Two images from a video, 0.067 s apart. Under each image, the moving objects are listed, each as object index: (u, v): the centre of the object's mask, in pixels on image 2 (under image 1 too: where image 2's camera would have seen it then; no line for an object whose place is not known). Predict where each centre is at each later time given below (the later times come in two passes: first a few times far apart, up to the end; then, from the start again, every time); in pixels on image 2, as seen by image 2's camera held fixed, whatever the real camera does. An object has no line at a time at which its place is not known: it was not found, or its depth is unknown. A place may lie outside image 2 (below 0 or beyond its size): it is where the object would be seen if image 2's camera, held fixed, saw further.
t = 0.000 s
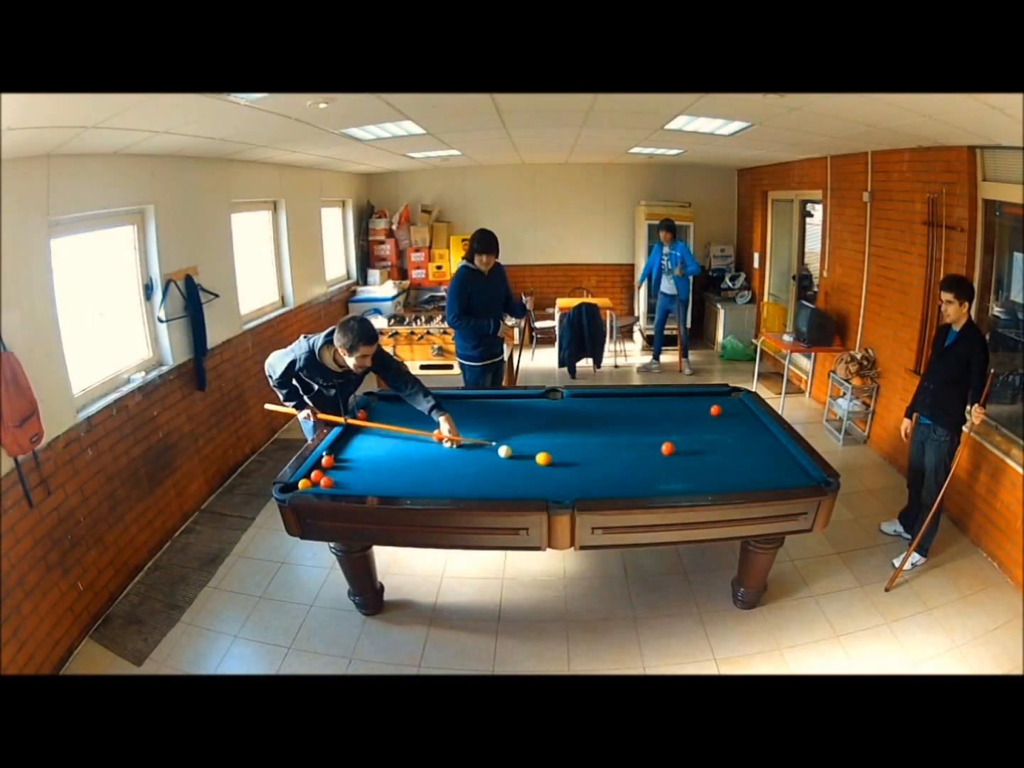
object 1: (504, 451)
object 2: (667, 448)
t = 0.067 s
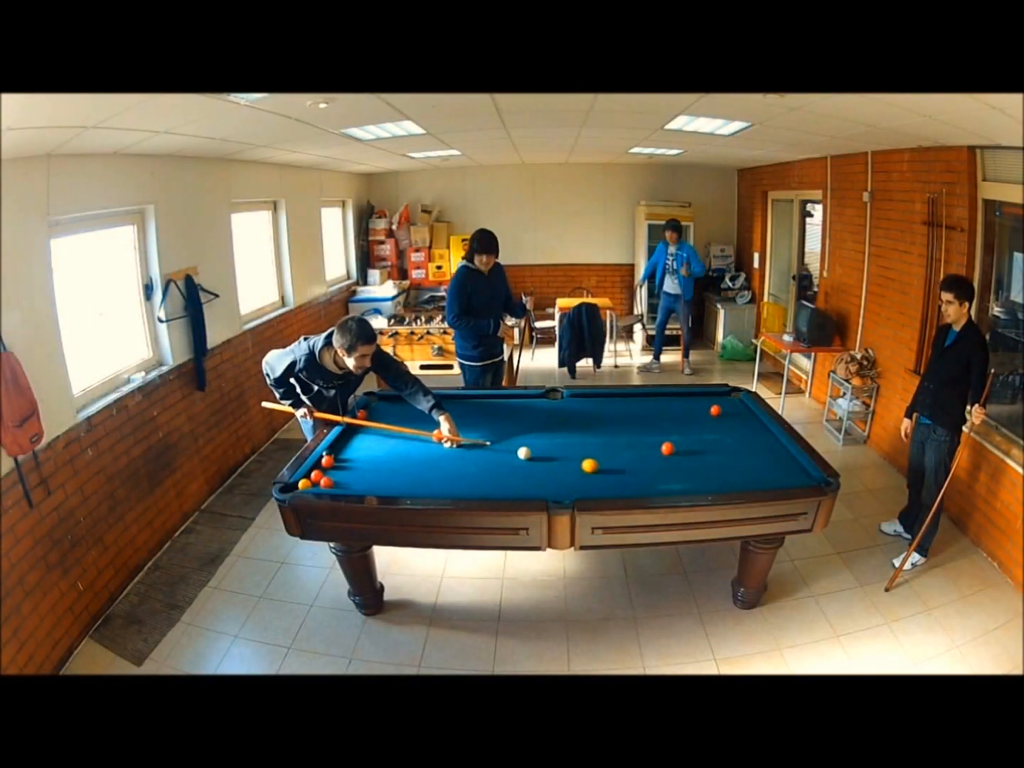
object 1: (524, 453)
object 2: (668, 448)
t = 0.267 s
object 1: (584, 458)
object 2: (668, 448)
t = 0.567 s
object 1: (675, 464)
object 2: (668, 448)
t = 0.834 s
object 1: (753, 467)
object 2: (668, 448)
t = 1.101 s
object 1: (791, 468)
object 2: (668, 448)
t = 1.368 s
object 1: (761, 466)
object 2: (661, 450)
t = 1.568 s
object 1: (739, 463)
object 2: (650, 452)
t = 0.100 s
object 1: (534, 454)
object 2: (668, 448)
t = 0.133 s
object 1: (543, 455)
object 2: (667, 448)
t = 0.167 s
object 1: (554, 456)
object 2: (667, 448)
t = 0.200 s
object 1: (564, 456)
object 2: (668, 448)
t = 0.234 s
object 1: (574, 457)
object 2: (668, 448)
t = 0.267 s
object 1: (584, 458)
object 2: (668, 448)
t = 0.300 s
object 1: (594, 459)
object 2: (668, 448)
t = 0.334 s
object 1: (604, 459)
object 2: (668, 448)
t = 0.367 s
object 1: (614, 460)
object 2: (668, 448)
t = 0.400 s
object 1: (625, 461)
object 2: (668, 448)
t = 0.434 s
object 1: (635, 461)
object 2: (668, 448)
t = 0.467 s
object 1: (645, 462)
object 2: (667, 448)
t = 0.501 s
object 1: (655, 463)
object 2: (668, 448)
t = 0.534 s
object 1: (665, 463)
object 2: (668, 448)
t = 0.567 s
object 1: (675, 464)
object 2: (668, 448)
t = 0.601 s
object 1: (685, 464)
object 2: (668, 448)
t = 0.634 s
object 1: (695, 465)
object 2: (668, 448)
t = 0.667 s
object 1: (705, 465)
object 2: (668, 448)
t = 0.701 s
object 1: (715, 466)
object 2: (668, 448)
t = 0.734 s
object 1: (724, 466)
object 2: (667, 448)
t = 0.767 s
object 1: (734, 467)
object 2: (668, 448)
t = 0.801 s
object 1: (743, 468)
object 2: (668, 448)
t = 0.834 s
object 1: (753, 467)
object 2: (668, 448)
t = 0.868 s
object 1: (763, 468)
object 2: (668, 448)
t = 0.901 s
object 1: (772, 468)
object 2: (668, 448)
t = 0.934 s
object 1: (781, 469)
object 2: (668, 448)
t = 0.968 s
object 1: (789, 469)
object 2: (668, 448)
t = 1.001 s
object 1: (798, 469)
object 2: (668, 448)
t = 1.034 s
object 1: (800, 469)
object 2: (668, 448)
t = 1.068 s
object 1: (795, 469)
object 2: (668, 448)
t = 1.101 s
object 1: (791, 468)
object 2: (668, 448)
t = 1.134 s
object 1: (787, 468)
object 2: (668, 448)
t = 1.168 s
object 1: (783, 468)
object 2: (668, 448)
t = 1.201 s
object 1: (780, 467)
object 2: (667, 448)
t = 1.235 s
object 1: (776, 467)
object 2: (668, 448)
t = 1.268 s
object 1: (772, 467)
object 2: (667, 449)
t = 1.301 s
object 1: (769, 466)
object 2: (664, 449)
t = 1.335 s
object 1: (765, 466)
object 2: (662, 450)
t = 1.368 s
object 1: (761, 466)
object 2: (661, 450)
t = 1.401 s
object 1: (758, 465)
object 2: (659, 450)
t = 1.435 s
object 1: (754, 465)
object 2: (658, 450)
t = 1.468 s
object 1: (750, 465)
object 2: (656, 451)
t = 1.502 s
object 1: (747, 464)
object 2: (654, 451)
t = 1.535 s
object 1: (743, 464)
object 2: (652, 452)
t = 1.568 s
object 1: (739, 463)
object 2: (650, 452)
